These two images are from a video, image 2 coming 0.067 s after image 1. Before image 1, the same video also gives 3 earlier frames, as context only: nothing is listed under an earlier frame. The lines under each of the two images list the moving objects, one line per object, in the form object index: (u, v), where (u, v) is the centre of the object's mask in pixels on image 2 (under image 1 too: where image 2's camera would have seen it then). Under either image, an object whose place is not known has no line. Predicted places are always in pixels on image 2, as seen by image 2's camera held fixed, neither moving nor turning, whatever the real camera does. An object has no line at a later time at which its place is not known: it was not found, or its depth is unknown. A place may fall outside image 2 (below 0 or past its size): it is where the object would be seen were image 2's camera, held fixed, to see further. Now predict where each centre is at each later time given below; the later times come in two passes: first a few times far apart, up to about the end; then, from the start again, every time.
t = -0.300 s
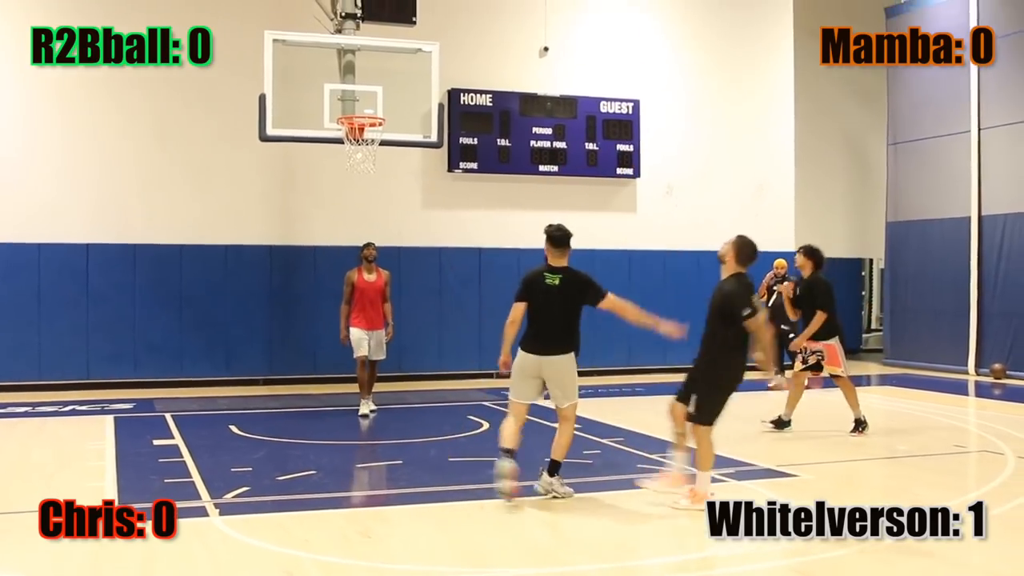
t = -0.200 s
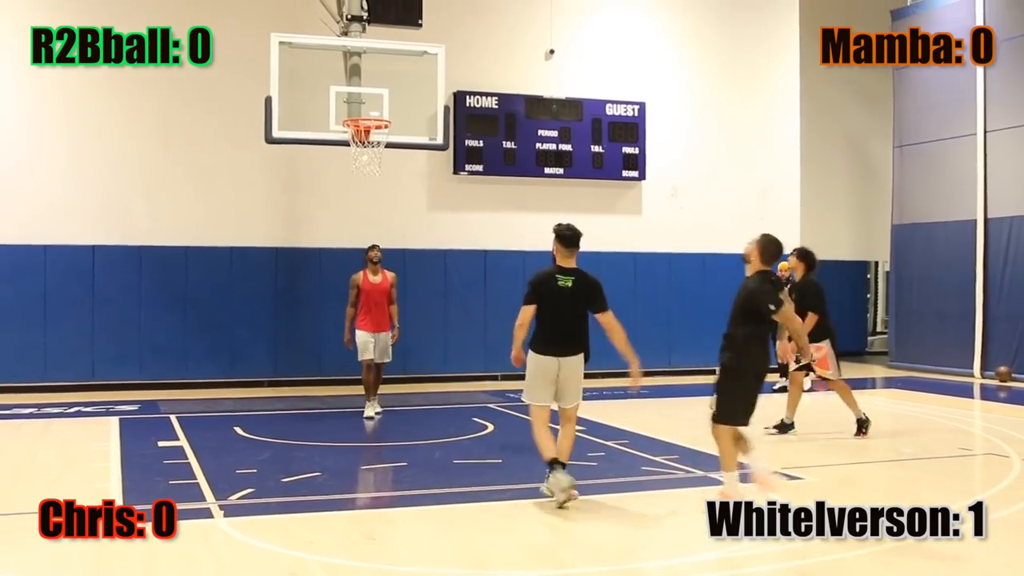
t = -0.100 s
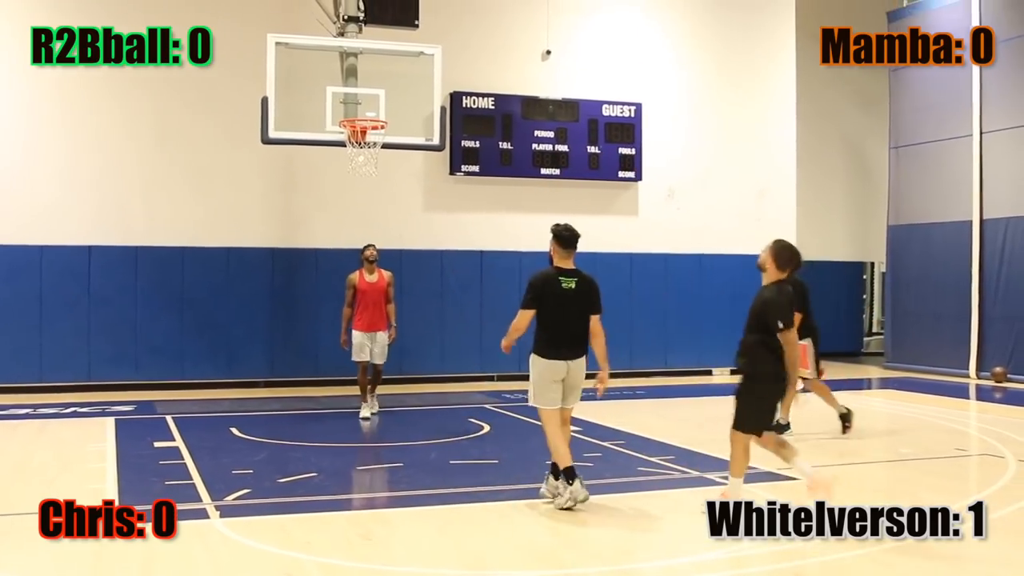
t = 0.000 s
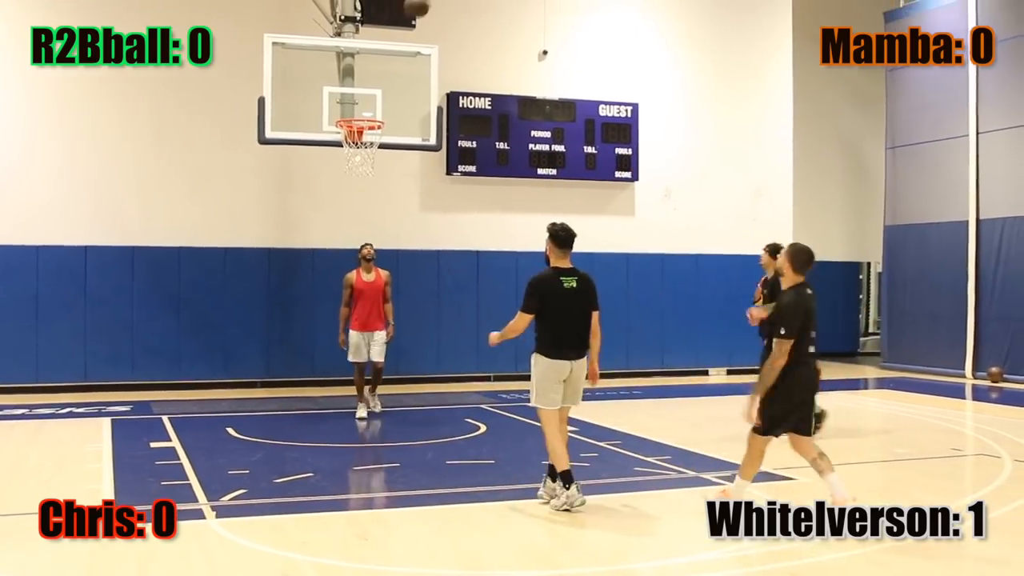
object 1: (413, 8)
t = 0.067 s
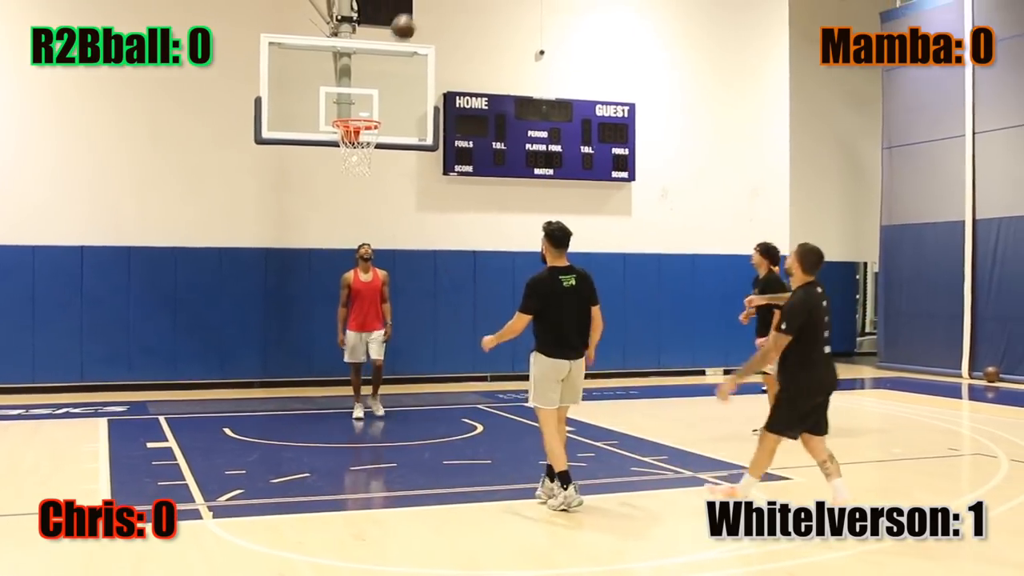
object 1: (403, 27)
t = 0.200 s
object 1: (382, 83)
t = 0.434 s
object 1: (397, 127)
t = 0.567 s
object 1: (421, 147)
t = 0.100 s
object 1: (398, 39)
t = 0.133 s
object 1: (392, 54)
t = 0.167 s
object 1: (387, 69)
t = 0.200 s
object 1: (382, 83)
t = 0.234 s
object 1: (378, 99)
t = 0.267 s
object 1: (374, 113)
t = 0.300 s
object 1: (375, 124)
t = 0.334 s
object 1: (383, 123)
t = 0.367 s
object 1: (387, 124)
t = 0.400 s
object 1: (392, 125)
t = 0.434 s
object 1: (397, 127)
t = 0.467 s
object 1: (403, 131)
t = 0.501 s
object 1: (410, 136)
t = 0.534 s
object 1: (415, 141)
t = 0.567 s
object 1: (421, 147)
